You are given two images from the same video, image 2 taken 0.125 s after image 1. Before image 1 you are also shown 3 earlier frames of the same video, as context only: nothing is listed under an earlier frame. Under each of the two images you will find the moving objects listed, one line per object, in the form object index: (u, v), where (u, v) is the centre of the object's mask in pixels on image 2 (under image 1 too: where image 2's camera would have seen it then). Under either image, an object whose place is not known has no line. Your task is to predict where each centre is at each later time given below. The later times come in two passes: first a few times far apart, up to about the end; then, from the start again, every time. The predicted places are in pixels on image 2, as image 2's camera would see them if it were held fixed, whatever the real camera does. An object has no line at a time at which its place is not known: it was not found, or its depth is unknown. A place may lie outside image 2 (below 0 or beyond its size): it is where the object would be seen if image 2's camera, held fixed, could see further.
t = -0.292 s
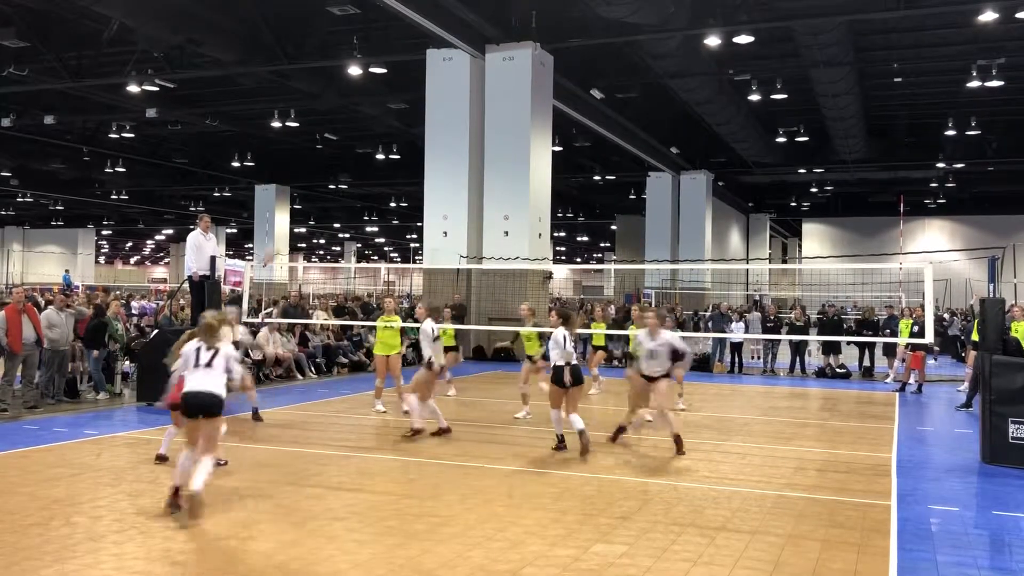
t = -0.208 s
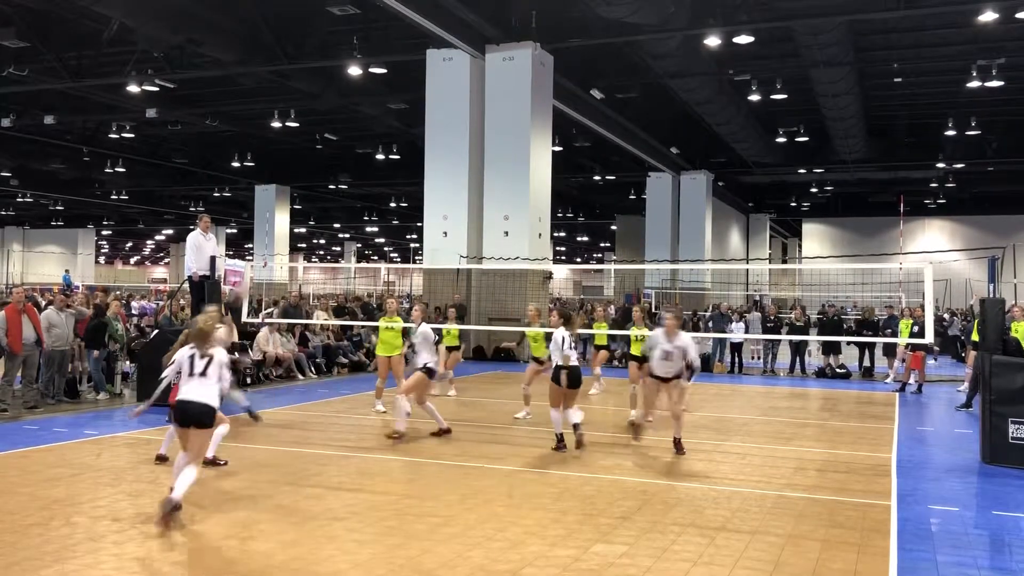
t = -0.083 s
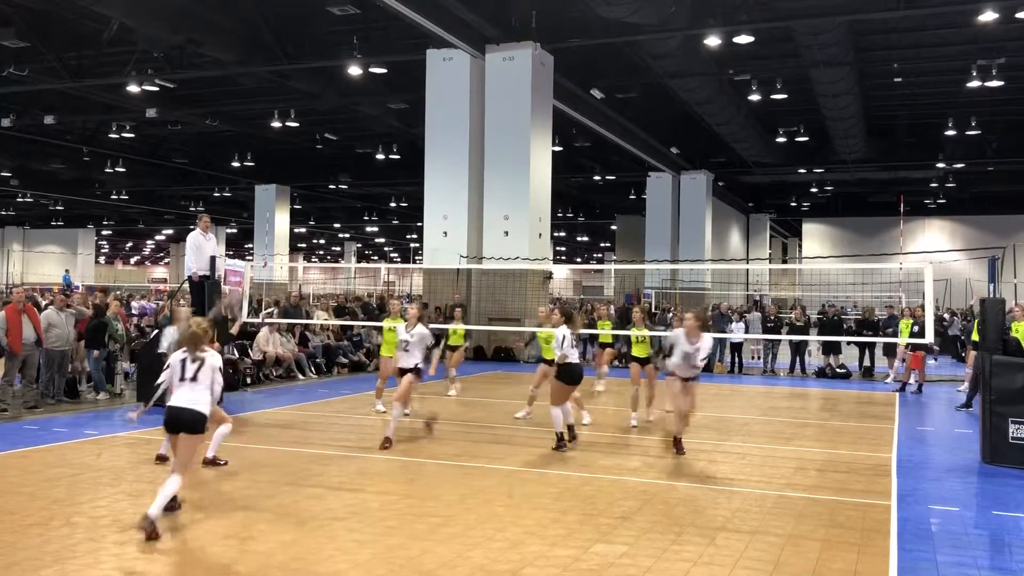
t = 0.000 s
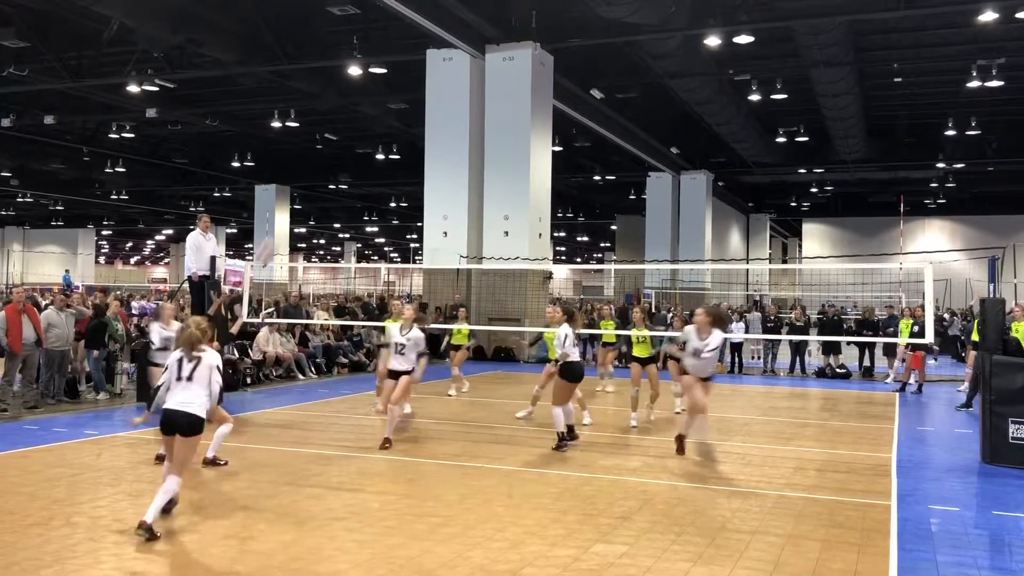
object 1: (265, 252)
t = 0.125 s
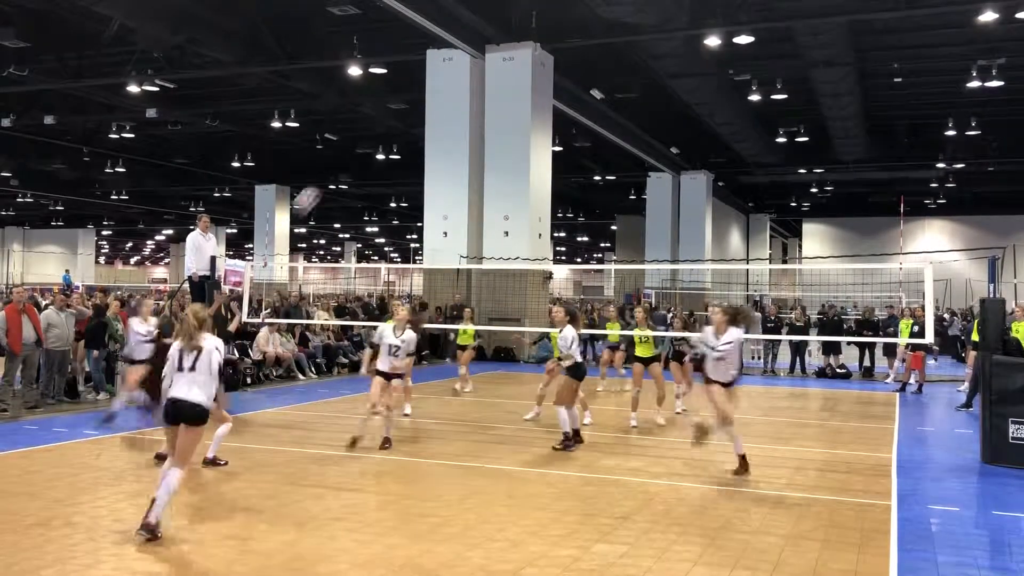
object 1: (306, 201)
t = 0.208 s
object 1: (332, 175)
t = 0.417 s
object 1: (392, 143)
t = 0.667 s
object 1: (457, 150)
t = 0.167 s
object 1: (319, 187)
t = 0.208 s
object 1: (332, 175)
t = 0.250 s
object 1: (344, 166)
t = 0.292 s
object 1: (356, 158)
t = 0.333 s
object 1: (368, 151)
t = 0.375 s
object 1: (380, 145)
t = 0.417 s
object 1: (392, 143)
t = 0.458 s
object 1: (404, 140)
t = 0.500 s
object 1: (414, 139)
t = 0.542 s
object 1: (425, 140)
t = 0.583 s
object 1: (435, 142)
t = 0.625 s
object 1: (447, 146)
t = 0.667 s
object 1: (457, 150)
